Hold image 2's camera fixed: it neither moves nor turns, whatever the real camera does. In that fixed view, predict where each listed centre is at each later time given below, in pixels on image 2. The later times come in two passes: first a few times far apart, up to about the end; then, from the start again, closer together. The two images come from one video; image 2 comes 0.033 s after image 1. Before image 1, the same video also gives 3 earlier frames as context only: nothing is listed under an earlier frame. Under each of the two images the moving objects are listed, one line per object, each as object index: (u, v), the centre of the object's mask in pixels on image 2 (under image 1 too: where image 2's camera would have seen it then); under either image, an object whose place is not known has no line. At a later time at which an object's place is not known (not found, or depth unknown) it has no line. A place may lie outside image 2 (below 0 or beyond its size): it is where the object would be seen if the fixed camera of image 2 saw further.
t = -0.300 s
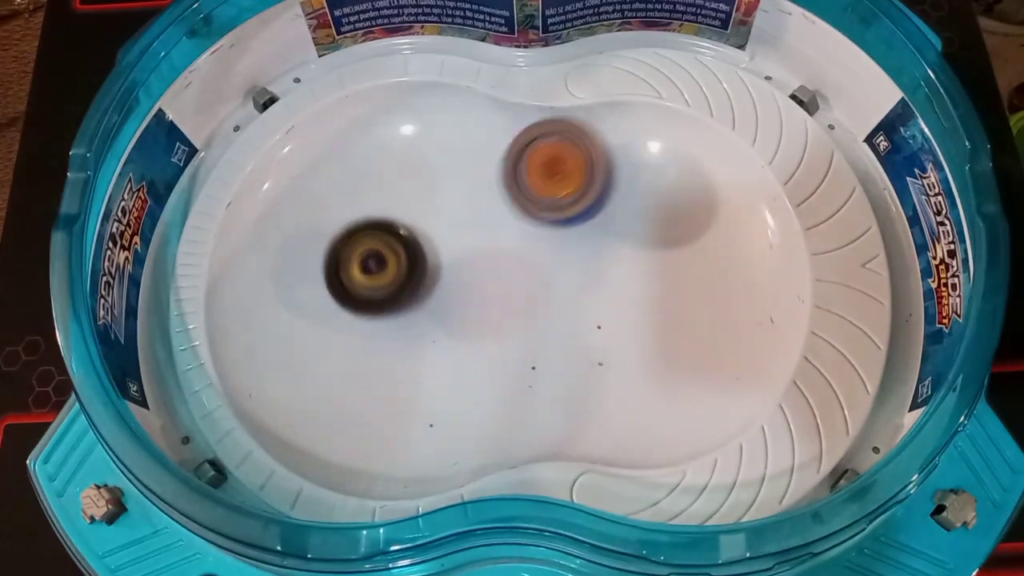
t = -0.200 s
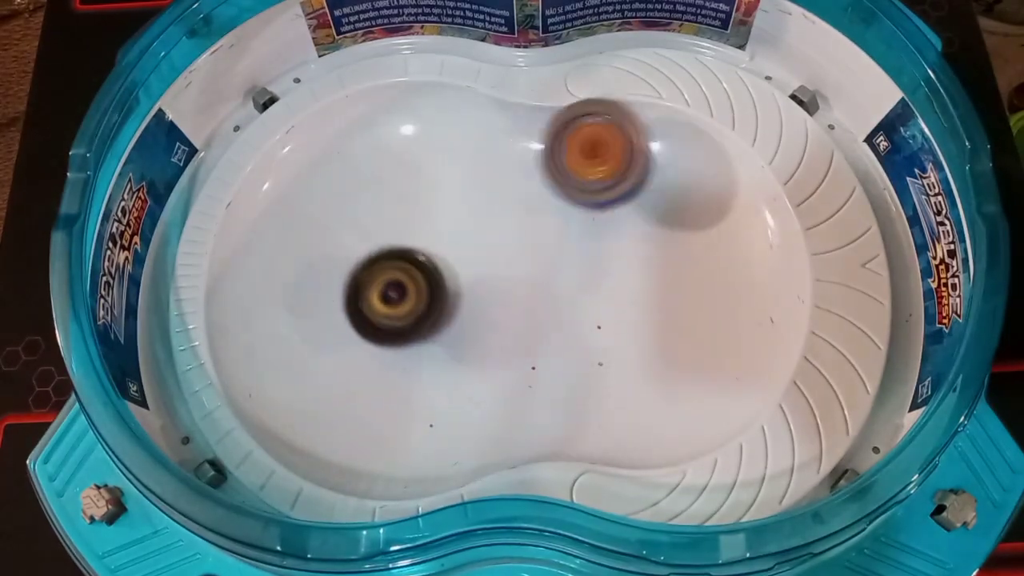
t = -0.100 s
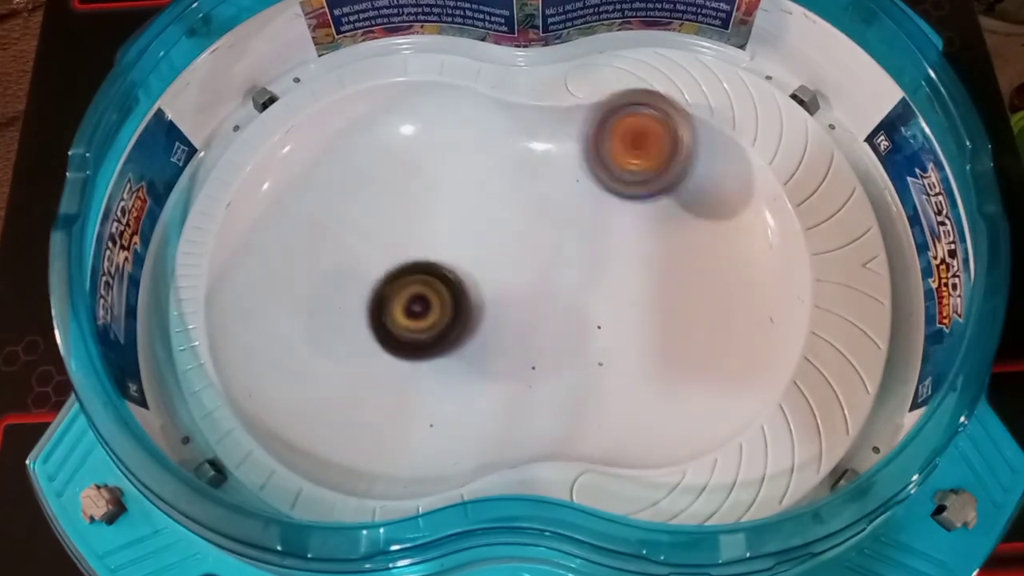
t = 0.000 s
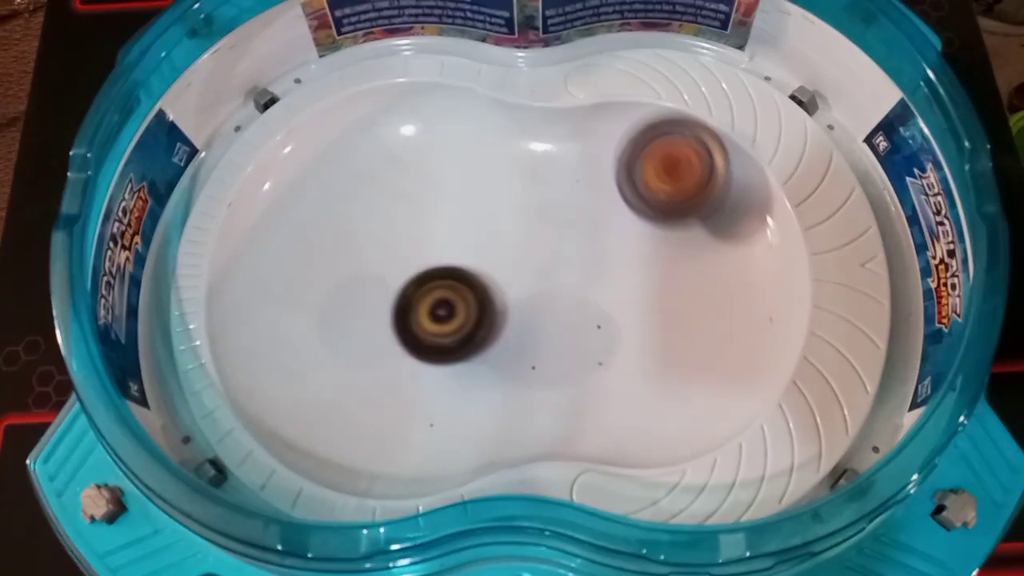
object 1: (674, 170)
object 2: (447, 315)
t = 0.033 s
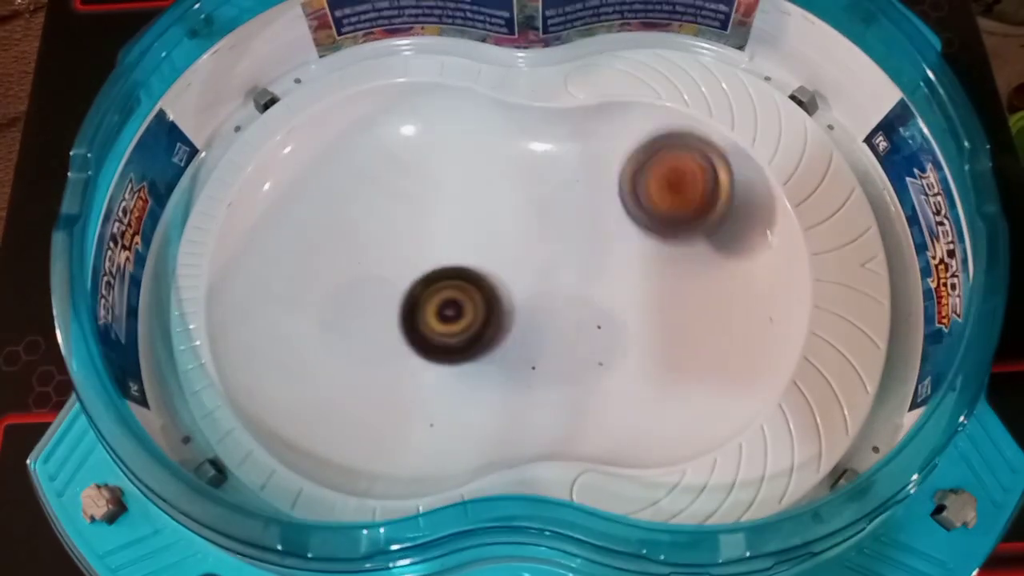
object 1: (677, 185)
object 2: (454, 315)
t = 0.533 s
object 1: (544, 346)
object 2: (429, 241)
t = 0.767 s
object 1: (433, 394)
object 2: (347, 213)
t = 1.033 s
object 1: (343, 364)
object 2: (349, 256)
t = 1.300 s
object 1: (379, 294)
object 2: (431, 196)
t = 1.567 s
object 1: (466, 282)
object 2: (462, 170)
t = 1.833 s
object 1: (555, 288)
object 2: (370, 154)
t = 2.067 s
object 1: (617, 249)
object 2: (331, 251)
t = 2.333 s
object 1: (687, 224)
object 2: (404, 353)
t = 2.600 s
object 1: (651, 268)
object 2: (483, 341)
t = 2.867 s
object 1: (590, 246)
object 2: (477, 290)
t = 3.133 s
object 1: (552, 243)
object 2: (399, 216)
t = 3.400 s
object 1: (487, 280)
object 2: (338, 211)
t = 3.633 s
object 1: (441, 327)
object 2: (361, 246)
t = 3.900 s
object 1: (401, 389)
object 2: (398, 248)
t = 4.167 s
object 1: (374, 337)
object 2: (445, 245)
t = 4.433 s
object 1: (367, 281)
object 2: (470, 226)
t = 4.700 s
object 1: (383, 226)
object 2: (497, 275)
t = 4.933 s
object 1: (425, 228)
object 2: (514, 322)
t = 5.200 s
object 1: (425, 281)
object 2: (529, 312)
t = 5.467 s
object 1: (382, 304)
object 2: (536, 265)
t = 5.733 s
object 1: (394, 265)
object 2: (503, 221)
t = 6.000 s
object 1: (384, 271)
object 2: (482, 220)
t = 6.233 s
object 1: (375, 276)
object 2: (485, 262)
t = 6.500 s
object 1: (379, 267)
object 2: (510, 322)
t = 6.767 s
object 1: (413, 267)
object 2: (544, 329)
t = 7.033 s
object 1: (414, 297)
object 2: (542, 258)
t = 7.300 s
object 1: (397, 277)
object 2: (518, 199)
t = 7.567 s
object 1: (388, 256)
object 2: (499, 218)
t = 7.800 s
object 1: (386, 257)
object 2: (494, 277)
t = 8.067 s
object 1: (380, 263)
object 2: (498, 336)
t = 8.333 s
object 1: (386, 278)
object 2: (504, 306)
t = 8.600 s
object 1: (385, 262)
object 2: (537, 256)
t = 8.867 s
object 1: (410, 262)
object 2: (547, 239)
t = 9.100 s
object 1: (424, 276)
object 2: (534, 260)
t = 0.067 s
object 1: (677, 200)
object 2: (461, 315)
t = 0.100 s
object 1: (674, 214)
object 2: (468, 314)
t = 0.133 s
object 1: (668, 227)
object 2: (474, 312)
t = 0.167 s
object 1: (660, 239)
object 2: (479, 310)
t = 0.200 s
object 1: (649, 251)
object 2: (483, 307)
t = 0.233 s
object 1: (640, 262)
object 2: (487, 304)
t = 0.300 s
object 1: (618, 281)
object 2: (489, 295)
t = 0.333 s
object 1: (604, 291)
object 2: (488, 290)
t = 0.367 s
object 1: (595, 302)
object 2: (484, 282)
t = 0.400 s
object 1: (589, 312)
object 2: (474, 274)
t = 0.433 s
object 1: (581, 321)
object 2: (464, 267)
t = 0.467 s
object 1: (570, 329)
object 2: (453, 258)
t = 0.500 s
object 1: (557, 338)
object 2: (441, 250)
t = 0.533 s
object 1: (544, 346)
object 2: (429, 241)
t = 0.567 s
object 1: (529, 351)
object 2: (417, 232)
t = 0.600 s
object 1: (513, 356)
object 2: (404, 224)
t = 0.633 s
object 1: (495, 362)
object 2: (392, 218)
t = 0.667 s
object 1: (477, 369)
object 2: (380, 214)
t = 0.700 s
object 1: (463, 377)
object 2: (369, 212)
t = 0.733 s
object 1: (449, 386)
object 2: (358, 212)
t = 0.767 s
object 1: (433, 394)
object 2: (347, 213)
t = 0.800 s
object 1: (417, 400)
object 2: (339, 216)
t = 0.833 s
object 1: (402, 402)
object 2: (332, 222)
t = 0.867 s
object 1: (386, 401)
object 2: (328, 228)
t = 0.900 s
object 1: (373, 396)
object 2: (327, 236)
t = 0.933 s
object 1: (361, 389)
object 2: (326, 245)
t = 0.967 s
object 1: (351, 380)
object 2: (330, 254)
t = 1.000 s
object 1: (344, 368)
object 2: (338, 260)
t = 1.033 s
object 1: (343, 364)
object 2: (349, 256)
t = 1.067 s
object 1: (343, 358)
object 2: (359, 252)
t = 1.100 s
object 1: (340, 348)
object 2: (369, 247)
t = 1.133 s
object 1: (340, 338)
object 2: (380, 240)
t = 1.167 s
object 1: (342, 328)
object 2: (391, 231)
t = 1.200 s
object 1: (348, 317)
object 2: (402, 223)
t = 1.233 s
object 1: (357, 308)
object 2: (412, 214)
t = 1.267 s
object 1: (368, 300)
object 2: (422, 205)
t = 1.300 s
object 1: (379, 294)
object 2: (431, 196)
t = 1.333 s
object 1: (391, 290)
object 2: (439, 187)
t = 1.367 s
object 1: (403, 287)
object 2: (447, 179)
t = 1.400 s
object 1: (413, 285)
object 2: (453, 171)
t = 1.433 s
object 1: (424, 285)
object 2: (458, 166)
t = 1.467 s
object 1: (435, 285)
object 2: (461, 163)
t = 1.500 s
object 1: (445, 285)
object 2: (463, 163)
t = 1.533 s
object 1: (456, 284)
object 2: (463, 165)
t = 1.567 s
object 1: (466, 282)
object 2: (462, 170)
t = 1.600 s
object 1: (477, 280)
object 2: (460, 177)
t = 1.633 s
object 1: (489, 282)
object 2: (457, 177)
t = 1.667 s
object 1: (504, 294)
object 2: (442, 164)
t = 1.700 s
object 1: (517, 297)
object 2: (426, 155)
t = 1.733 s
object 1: (527, 296)
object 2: (412, 149)
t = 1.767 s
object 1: (536, 294)
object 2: (398, 148)
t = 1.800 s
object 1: (546, 292)
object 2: (384, 150)
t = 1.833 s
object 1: (555, 288)
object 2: (370, 154)
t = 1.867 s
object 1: (564, 284)
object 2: (358, 163)
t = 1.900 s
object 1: (574, 279)
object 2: (343, 172)
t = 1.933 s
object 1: (583, 274)
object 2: (335, 187)
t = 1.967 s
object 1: (592, 268)
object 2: (331, 202)
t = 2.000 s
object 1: (600, 262)
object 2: (329, 218)
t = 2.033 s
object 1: (609, 256)
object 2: (333, 234)
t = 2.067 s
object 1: (617, 249)
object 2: (331, 251)
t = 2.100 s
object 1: (626, 242)
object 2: (335, 268)
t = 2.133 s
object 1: (634, 235)
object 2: (340, 284)
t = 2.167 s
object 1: (643, 229)
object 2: (348, 300)
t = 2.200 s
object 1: (653, 224)
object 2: (358, 314)
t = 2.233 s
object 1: (662, 220)
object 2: (370, 328)
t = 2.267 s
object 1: (671, 219)
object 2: (380, 339)
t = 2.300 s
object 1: (680, 219)
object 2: (391, 348)
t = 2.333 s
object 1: (687, 224)
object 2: (404, 353)
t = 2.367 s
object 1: (693, 230)
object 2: (414, 359)
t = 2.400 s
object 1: (695, 237)
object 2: (425, 358)
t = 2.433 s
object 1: (693, 246)
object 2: (436, 357)
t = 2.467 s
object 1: (688, 253)
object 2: (445, 356)
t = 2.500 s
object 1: (680, 260)
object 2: (456, 353)
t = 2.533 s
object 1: (671, 265)
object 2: (466, 350)
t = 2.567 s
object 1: (660, 267)
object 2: (475, 346)
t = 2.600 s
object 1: (651, 268)
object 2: (483, 341)
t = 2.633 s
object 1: (640, 268)
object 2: (491, 335)
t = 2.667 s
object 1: (630, 268)
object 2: (498, 328)
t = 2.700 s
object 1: (619, 268)
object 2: (504, 321)
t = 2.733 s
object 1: (607, 267)
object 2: (504, 313)
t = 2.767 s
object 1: (604, 260)
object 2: (497, 309)
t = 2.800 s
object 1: (598, 254)
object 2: (491, 304)
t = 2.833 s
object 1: (594, 250)
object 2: (484, 298)
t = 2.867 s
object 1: (590, 246)
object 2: (477, 290)
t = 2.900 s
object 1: (586, 242)
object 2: (468, 282)
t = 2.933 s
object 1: (583, 240)
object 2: (460, 273)
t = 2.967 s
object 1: (579, 238)
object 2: (451, 263)
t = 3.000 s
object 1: (575, 237)
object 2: (441, 253)
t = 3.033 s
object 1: (571, 237)
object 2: (431, 243)
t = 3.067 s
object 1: (565, 239)
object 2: (420, 233)
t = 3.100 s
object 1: (559, 241)
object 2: (409, 224)
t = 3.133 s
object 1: (552, 243)
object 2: (399, 216)
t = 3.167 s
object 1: (546, 246)
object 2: (388, 209)
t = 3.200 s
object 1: (539, 250)
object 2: (378, 204)
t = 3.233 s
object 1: (531, 255)
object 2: (368, 200)
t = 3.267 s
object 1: (522, 260)
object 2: (359, 198)
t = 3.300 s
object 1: (513, 265)
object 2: (351, 198)
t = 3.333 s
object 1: (504, 270)
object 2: (344, 201)
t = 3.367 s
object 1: (496, 274)
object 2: (340, 205)
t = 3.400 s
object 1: (487, 280)
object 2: (338, 211)
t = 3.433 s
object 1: (477, 286)
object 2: (338, 218)
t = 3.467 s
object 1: (468, 292)
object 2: (342, 227)
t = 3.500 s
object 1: (458, 298)
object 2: (347, 235)
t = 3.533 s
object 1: (449, 304)
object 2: (354, 242)
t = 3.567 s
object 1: (443, 312)
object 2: (356, 246)
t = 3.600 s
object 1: (442, 319)
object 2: (360, 247)
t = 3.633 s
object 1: (441, 327)
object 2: (361, 246)
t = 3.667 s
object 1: (437, 335)
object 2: (362, 246)
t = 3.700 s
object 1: (433, 346)
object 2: (364, 246)
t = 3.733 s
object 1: (430, 355)
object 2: (367, 245)
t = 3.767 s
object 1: (426, 365)
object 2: (372, 246)
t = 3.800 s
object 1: (422, 374)
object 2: (379, 247)
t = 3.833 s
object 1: (417, 380)
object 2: (385, 247)
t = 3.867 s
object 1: (410, 386)
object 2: (391, 247)
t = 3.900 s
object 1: (401, 389)
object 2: (398, 248)
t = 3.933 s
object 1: (393, 389)
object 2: (404, 247)
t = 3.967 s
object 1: (386, 385)
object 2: (411, 247)
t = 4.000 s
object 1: (381, 377)
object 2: (418, 247)
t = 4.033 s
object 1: (378, 368)
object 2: (424, 247)
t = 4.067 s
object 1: (376, 359)
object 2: (429, 247)
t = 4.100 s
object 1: (376, 350)
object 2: (434, 247)
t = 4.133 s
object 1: (376, 341)
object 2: (438, 248)
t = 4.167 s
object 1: (374, 337)
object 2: (445, 245)
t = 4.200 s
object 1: (370, 338)
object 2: (454, 237)
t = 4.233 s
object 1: (369, 332)
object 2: (460, 232)
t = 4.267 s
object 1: (366, 323)
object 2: (464, 227)
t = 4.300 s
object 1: (364, 315)
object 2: (466, 224)
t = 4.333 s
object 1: (364, 307)
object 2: (468, 223)
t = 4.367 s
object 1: (364, 298)
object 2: (470, 222)
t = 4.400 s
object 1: (365, 289)
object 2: (470, 224)
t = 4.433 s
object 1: (367, 281)
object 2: (470, 226)
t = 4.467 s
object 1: (368, 273)
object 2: (470, 231)
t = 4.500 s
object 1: (367, 269)
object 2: (475, 236)
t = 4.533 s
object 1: (369, 261)
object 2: (479, 240)
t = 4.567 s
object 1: (370, 253)
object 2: (482, 246)
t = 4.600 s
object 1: (372, 245)
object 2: (485, 253)
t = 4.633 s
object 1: (375, 238)
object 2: (490, 260)
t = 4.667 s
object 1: (378, 232)
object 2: (494, 267)
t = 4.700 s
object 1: (383, 226)
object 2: (497, 275)
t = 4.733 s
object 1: (388, 222)
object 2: (500, 284)
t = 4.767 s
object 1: (395, 219)
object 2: (502, 292)
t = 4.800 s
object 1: (401, 216)
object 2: (505, 299)
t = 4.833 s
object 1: (408, 216)
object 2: (507, 306)
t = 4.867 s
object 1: (415, 219)
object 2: (509, 312)
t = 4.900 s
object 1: (420, 222)
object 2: (511, 317)
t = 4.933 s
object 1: (425, 228)
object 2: (514, 322)
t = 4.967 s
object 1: (429, 233)
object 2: (517, 324)
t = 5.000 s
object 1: (432, 240)
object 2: (520, 326)
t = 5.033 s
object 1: (435, 247)
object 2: (522, 326)
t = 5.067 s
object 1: (436, 255)
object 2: (523, 325)
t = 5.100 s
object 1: (435, 261)
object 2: (525, 322)
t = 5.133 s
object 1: (432, 269)
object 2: (525, 319)
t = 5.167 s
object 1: (428, 275)
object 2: (526, 315)
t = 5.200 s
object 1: (425, 281)
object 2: (529, 312)
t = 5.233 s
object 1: (421, 288)
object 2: (533, 307)
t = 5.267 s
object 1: (418, 294)
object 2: (535, 302)
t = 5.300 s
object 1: (412, 299)
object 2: (537, 297)
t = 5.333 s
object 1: (406, 304)
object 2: (538, 292)
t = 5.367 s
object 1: (400, 307)
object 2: (538, 285)
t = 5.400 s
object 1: (394, 307)
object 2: (537, 279)
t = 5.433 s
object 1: (388, 306)
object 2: (537, 272)
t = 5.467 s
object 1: (382, 304)
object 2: (536, 265)
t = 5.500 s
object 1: (378, 300)
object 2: (534, 259)
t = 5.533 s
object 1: (377, 294)
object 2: (531, 252)
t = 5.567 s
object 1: (376, 288)
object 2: (528, 245)
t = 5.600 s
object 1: (377, 283)
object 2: (525, 239)
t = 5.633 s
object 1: (379, 277)
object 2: (520, 234)
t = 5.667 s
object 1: (383, 272)
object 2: (515, 229)
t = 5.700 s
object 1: (388, 268)
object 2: (510, 225)
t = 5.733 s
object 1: (394, 265)
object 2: (503, 221)
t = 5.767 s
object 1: (398, 263)
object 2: (498, 219)
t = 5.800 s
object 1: (397, 263)
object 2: (498, 217)
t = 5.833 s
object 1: (394, 265)
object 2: (495, 213)
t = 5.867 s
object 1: (390, 266)
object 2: (492, 211)
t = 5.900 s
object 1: (387, 267)
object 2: (489, 211)
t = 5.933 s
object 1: (386, 268)
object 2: (486, 212)
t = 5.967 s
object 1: (385, 269)
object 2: (482, 216)
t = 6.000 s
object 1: (384, 271)
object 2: (482, 220)
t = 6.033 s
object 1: (381, 274)
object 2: (482, 224)
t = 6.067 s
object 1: (378, 275)
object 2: (483, 228)
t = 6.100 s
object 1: (377, 275)
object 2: (483, 234)
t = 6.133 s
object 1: (376, 275)
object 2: (483, 241)
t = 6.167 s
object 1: (375, 276)
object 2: (483, 248)
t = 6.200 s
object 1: (375, 276)
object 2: (485, 255)
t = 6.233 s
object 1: (375, 276)
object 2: (485, 262)
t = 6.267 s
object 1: (376, 276)
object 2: (488, 270)
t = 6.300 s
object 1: (377, 277)
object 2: (488, 277)
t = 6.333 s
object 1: (378, 277)
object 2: (489, 284)
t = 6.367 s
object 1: (380, 278)
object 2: (490, 291)
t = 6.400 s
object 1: (381, 277)
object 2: (496, 301)
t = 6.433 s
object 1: (378, 275)
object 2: (500, 310)
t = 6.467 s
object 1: (378, 271)
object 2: (505, 315)
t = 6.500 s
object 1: (379, 267)
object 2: (510, 322)
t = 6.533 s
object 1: (380, 265)
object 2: (514, 328)
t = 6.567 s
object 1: (383, 263)
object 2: (519, 333)
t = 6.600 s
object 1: (387, 261)
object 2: (525, 336)
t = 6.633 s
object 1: (392, 261)
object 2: (530, 339)
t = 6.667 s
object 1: (398, 261)
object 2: (534, 339)
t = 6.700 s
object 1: (404, 262)
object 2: (538, 337)
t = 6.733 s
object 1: (409, 264)
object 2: (541, 334)
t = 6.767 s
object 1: (413, 267)
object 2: (544, 329)
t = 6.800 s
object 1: (416, 271)
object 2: (546, 322)
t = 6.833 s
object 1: (419, 275)
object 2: (547, 315)
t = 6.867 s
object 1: (421, 280)
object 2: (547, 307)
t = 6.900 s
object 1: (422, 284)
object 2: (546, 298)
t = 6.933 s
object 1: (422, 289)
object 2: (546, 288)
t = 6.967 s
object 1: (421, 292)
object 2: (544, 278)
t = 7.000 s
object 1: (418, 295)
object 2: (543, 268)
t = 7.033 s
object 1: (414, 297)
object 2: (542, 258)
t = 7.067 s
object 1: (411, 298)
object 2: (540, 248)
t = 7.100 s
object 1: (408, 298)
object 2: (538, 238)
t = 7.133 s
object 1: (404, 297)
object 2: (536, 229)
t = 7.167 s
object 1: (401, 294)
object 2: (533, 221)
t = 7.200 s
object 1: (399, 291)
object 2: (530, 214)
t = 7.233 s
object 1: (397, 286)
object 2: (527, 208)
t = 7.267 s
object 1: (397, 281)
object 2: (522, 203)
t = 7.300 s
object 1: (397, 277)
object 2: (518, 199)
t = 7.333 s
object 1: (397, 272)
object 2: (512, 197)
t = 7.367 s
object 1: (399, 267)
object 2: (505, 197)
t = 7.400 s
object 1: (400, 263)
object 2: (500, 199)
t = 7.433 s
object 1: (402, 259)
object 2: (494, 202)
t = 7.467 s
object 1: (399, 258)
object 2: (495, 205)
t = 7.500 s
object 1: (395, 258)
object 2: (497, 207)
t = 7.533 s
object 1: (391, 257)
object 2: (498, 212)
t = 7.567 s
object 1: (388, 256)
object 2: (499, 218)
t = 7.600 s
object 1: (386, 254)
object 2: (500, 224)
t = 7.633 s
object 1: (384, 254)
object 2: (500, 232)
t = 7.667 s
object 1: (384, 253)
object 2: (500, 240)
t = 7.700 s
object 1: (383, 253)
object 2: (500, 250)
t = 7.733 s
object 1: (383, 254)
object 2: (498, 259)
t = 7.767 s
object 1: (384, 255)
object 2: (497, 267)
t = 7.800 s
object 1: (386, 257)
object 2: (494, 277)
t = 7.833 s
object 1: (387, 259)
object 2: (492, 286)
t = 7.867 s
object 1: (387, 260)
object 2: (492, 295)
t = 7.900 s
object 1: (383, 262)
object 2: (494, 306)
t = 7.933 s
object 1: (381, 262)
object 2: (494, 313)
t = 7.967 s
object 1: (379, 262)
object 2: (496, 320)
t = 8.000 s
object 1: (378, 263)
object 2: (497, 328)
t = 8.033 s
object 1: (379, 263)
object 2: (498, 332)
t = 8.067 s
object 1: (380, 263)
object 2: (498, 336)
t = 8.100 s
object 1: (381, 264)
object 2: (499, 337)
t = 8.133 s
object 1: (383, 266)
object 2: (499, 336)
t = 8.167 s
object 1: (385, 268)
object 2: (498, 333)
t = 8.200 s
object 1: (389, 271)
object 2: (497, 327)
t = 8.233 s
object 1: (392, 274)
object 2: (495, 322)
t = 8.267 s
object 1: (394, 276)
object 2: (494, 315)
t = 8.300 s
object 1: (392, 279)
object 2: (498, 310)
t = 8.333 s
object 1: (386, 278)
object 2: (504, 306)
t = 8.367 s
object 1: (383, 277)
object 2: (508, 297)
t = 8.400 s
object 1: (380, 274)
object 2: (515, 291)
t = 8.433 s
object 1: (379, 272)
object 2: (520, 285)
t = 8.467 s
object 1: (378, 270)
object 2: (523, 279)
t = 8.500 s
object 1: (379, 268)
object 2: (528, 271)
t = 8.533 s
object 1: (380, 267)
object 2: (532, 265)
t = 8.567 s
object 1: (382, 264)
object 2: (536, 261)
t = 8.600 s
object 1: (385, 262)
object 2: (537, 256)
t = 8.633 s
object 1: (386, 261)
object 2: (540, 250)
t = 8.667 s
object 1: (388, 261)
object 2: (544, 246)
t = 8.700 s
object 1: (390, 261)
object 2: (545, 244)
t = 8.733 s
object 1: (394, 261)
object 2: (547, 241)
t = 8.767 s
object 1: (397, 261)
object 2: (547, 239)
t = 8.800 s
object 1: (402, 261)
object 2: (548, 238)
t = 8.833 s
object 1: (405, 262)
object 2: (548, 238)
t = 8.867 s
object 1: (410, 262)
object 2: (547, 239)
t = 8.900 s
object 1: (413, 264)
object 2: (546, 240)
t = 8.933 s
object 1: (417, 265)
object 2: (545, 243)
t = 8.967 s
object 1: (420, 268)
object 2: (544, 246)
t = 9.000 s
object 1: (422, 269)
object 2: (541, 249)
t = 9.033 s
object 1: (425, 272)
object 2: (539, 253)
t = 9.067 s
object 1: (425, 273)
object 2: (535, 256)
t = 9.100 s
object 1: (424, 276)
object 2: (534, 260)
